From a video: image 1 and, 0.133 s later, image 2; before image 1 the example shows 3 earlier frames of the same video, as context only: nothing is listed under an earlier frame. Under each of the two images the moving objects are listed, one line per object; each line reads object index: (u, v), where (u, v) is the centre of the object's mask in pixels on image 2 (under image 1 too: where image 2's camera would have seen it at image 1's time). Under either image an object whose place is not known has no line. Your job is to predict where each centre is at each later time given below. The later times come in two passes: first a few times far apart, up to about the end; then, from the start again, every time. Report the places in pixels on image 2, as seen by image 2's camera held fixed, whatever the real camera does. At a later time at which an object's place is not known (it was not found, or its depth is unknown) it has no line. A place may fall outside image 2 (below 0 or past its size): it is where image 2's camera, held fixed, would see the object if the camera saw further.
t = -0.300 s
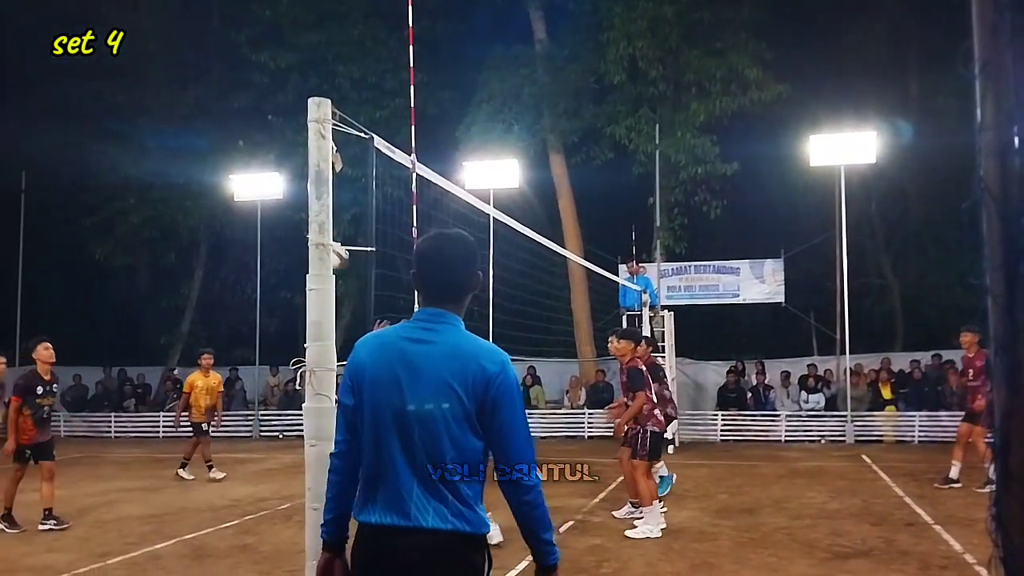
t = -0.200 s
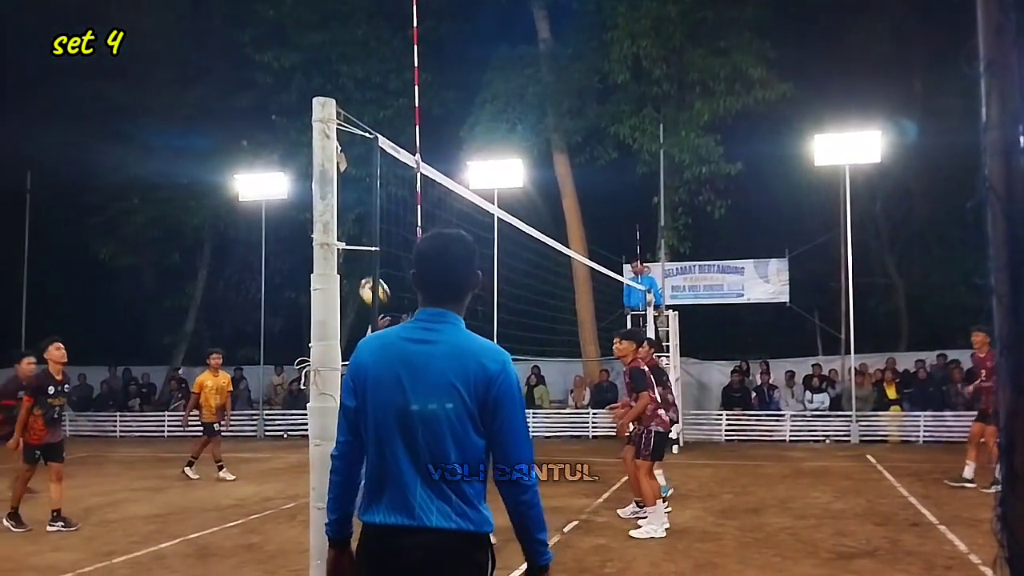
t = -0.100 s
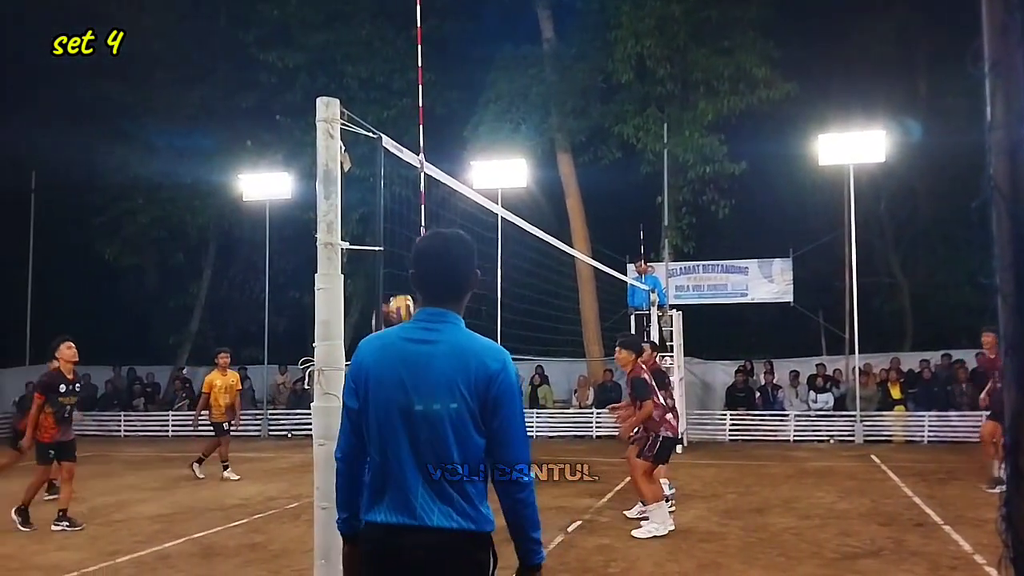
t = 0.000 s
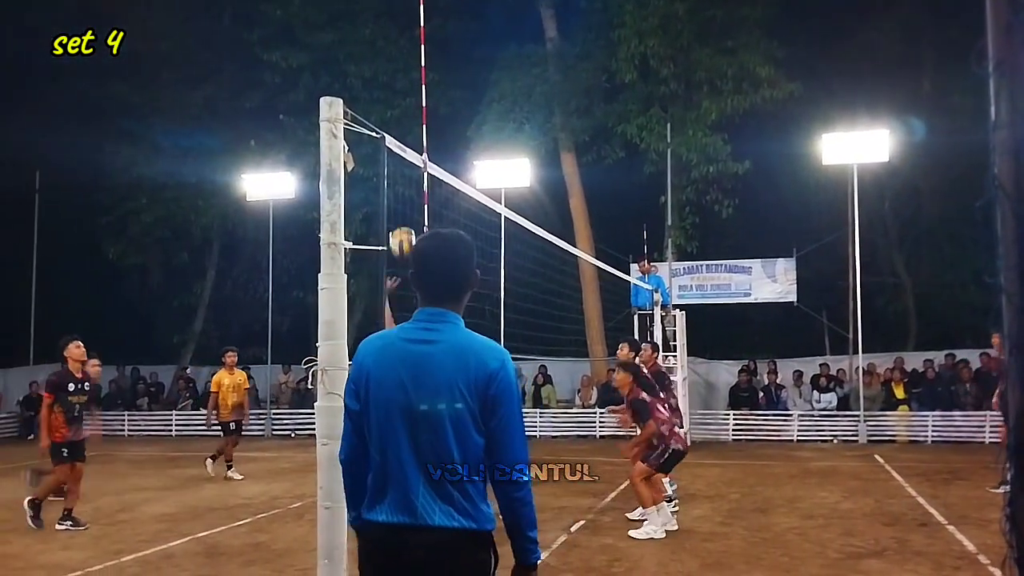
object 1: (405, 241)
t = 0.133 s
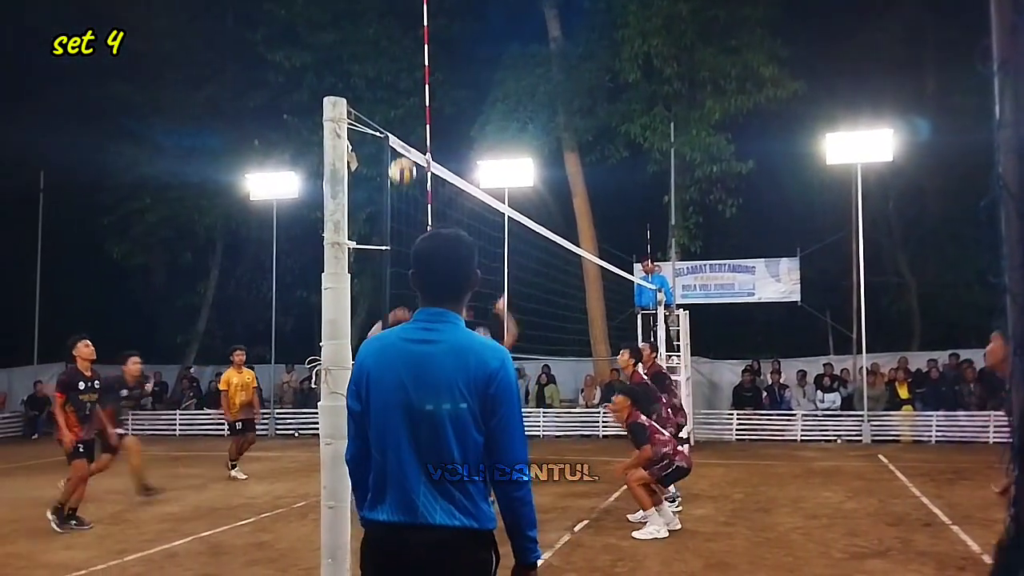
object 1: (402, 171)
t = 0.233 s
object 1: (401, 131)
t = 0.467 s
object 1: (393, 94)
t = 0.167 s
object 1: (399, 161)
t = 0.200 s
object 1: (400, 143)
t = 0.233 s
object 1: (401, 131)
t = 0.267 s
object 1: (399, 124)
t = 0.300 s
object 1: (398, 116)
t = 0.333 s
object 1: (397, 109)
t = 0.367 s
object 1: (396, 103)
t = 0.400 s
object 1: (395, 99)
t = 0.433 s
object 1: (394, 96)
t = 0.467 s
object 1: (393, 94)
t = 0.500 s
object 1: (393, 94)
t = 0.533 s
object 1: (392, 94)
